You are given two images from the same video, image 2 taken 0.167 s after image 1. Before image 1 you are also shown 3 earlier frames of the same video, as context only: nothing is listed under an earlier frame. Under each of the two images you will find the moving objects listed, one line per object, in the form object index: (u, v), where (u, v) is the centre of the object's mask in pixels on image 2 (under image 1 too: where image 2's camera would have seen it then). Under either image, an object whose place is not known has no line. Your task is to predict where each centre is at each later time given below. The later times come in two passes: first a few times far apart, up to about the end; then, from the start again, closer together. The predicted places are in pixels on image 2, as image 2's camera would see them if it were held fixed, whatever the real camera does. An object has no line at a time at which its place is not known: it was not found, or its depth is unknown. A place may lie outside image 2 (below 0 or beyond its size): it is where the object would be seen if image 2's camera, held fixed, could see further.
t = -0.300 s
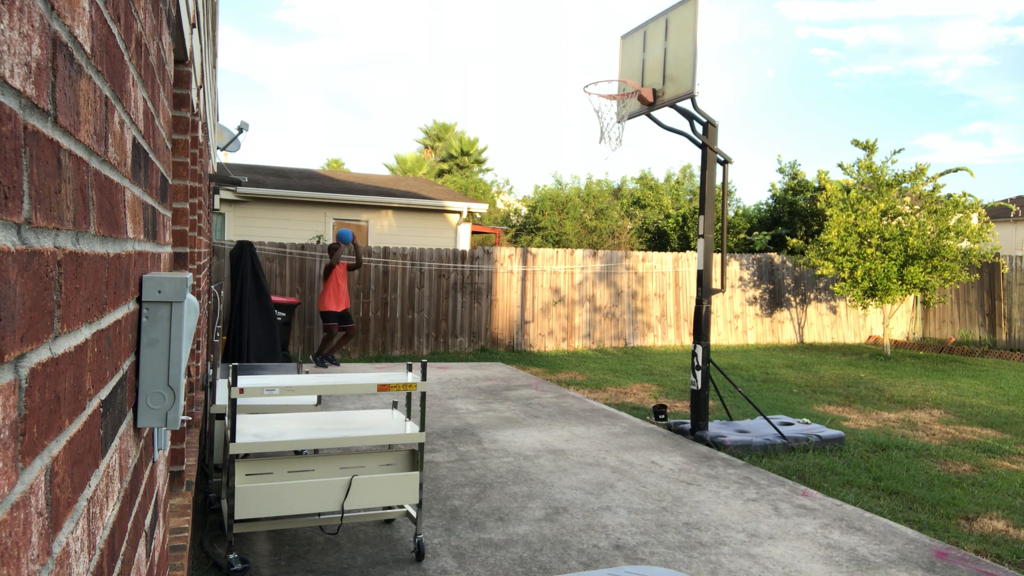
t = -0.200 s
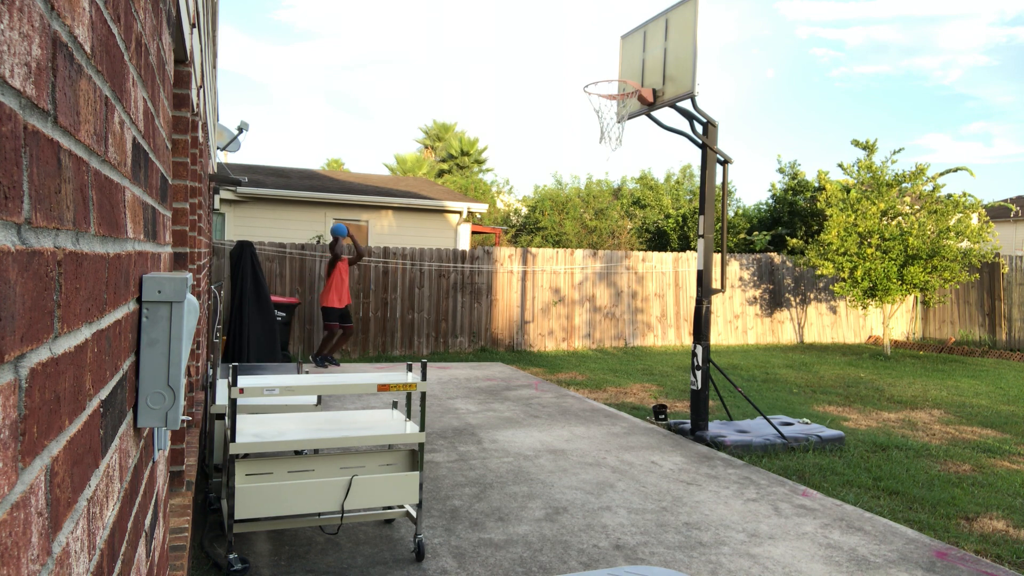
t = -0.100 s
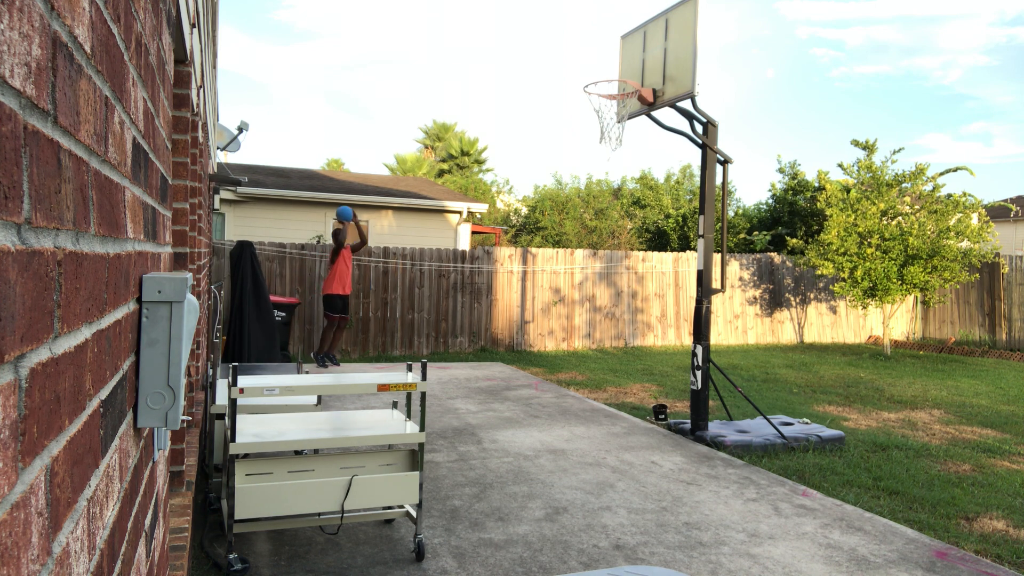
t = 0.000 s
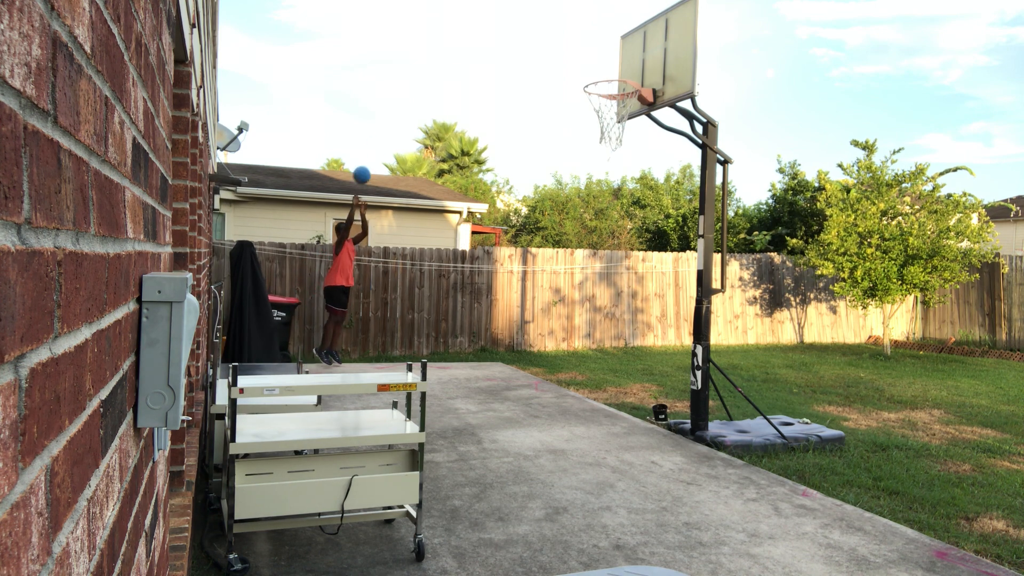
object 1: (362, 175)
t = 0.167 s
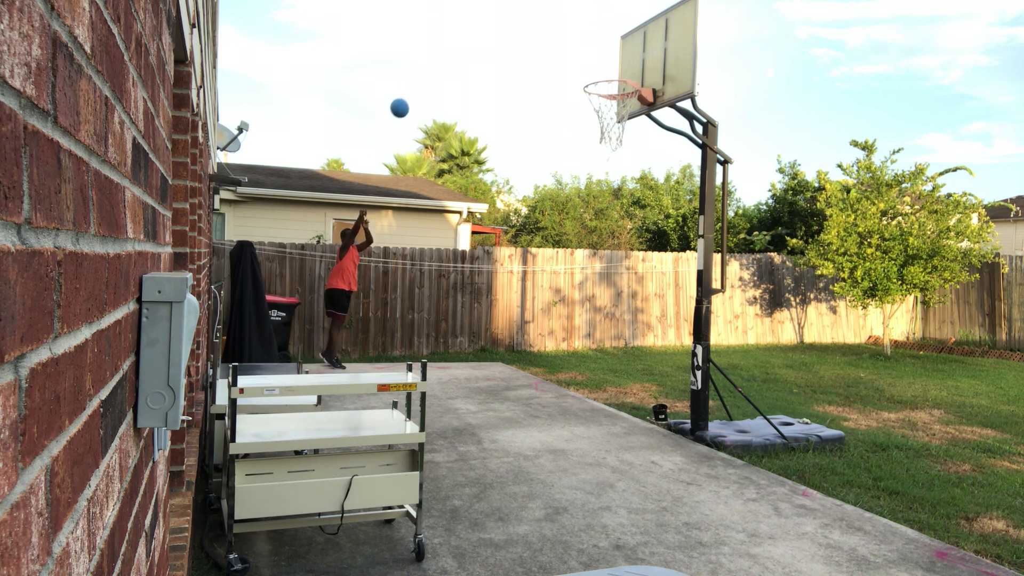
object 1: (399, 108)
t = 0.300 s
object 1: (433, 66)
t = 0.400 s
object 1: (459, 43)
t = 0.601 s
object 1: (518, 23)
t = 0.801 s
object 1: (586, 45)
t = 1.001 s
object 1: (595, 72)
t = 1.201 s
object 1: (534, 94)
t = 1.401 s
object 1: (480, 150)
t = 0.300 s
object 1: (433, 66)
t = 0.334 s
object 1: (441, 58)
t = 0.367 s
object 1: (450, 50)
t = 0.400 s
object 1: (459, 43)
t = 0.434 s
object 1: (469, 37)
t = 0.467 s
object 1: (478, 32)
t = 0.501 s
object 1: (488, 28)
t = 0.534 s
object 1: (498, 25)
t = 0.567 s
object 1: (508, 23)
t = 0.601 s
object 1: (518, 23)
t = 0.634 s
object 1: (529, 23)
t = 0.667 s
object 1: (540, 25)
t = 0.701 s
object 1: (551, 28)
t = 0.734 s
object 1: (563, 32)
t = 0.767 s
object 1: (574, 38)
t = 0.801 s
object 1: (586, 45)
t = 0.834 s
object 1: (599, 53)
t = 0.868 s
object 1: (611, 63)
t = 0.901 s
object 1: (624, 73)
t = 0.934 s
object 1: (618, 75)
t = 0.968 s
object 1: (606, 73)
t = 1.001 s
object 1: (595, 72)
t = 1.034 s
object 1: (584, 73)
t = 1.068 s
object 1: (574, 75)
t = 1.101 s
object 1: (563, 78)
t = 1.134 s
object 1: (553, 82)
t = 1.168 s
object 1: (544, 87)
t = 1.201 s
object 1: (534, 94)
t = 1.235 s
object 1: (524, 101)
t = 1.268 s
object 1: (515, 109)
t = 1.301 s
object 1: (506, 118)
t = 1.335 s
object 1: (498, 128)
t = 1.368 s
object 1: (489, 138)
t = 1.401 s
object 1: (480, 150)
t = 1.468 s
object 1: (464, 174)
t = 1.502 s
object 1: (456, 188)
